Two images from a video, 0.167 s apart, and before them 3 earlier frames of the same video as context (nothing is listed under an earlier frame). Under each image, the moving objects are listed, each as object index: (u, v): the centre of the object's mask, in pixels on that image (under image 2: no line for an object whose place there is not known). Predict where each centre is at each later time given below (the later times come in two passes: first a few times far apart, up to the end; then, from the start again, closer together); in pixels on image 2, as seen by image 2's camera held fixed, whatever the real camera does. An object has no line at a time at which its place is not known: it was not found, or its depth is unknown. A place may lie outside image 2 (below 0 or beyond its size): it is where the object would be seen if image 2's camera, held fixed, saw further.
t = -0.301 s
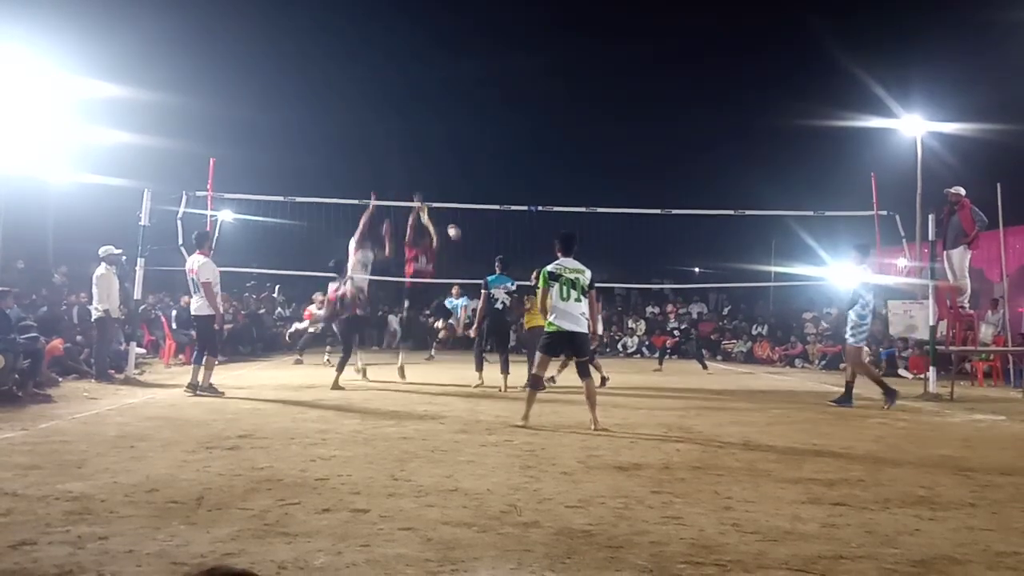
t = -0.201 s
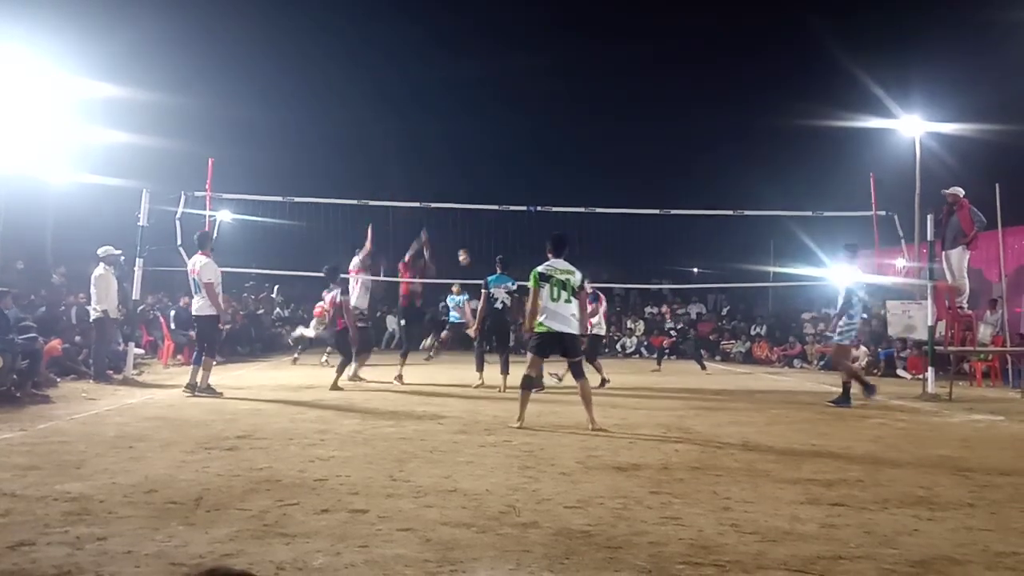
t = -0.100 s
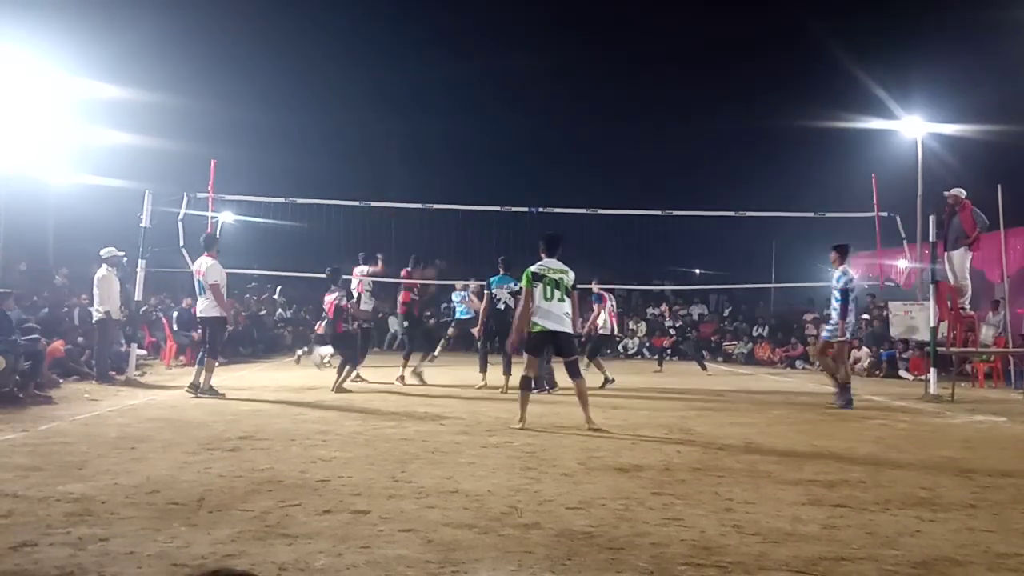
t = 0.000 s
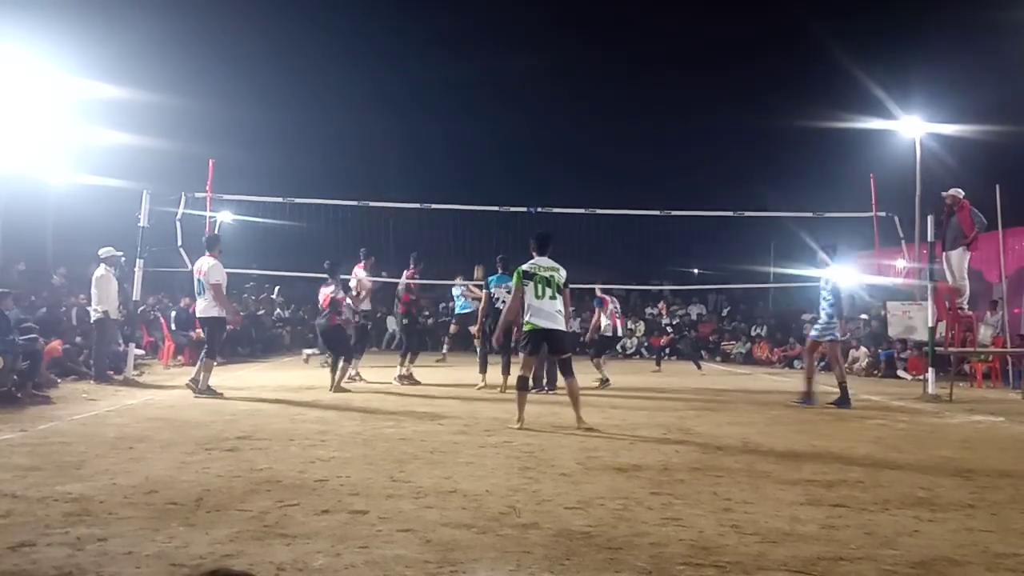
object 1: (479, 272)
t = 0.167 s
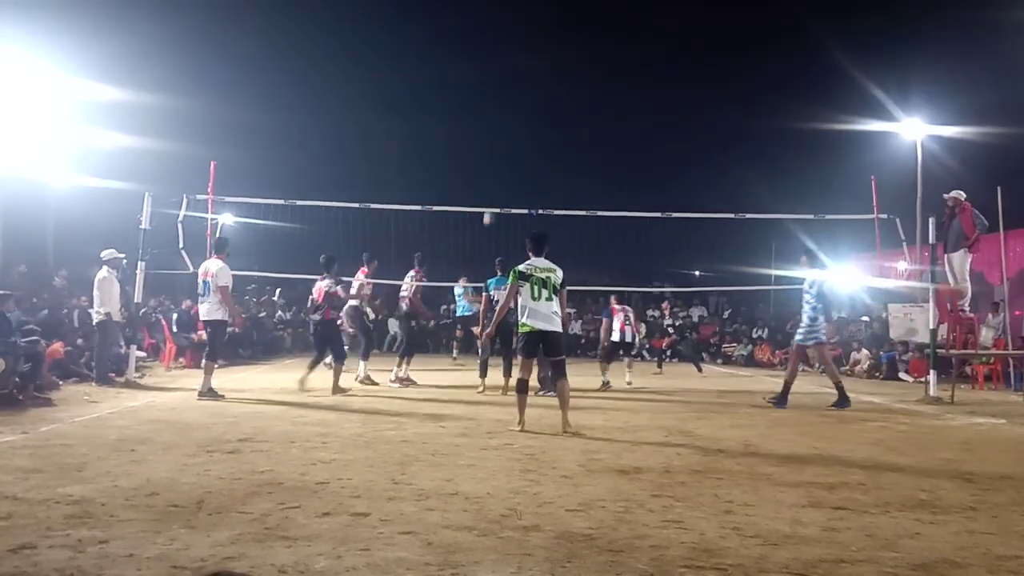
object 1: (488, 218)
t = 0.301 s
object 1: (495, 180)
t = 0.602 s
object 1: (509, 124)
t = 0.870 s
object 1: (523, 109)
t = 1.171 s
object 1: (538, 142)
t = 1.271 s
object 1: (542, 167)
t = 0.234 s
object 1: (491, 198)
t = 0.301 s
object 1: (495, 180)
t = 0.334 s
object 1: (496, 172)
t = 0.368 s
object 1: (498, 164)
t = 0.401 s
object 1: (500, 157)
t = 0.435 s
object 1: (501, 150)
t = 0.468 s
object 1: (503, 143)
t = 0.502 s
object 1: (504, 137)
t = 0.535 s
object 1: (506, 132)
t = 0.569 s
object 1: (508, 128)
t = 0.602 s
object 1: (509, 124)
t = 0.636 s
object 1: (511, 119)
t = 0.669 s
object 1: (513, 116)
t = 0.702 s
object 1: (515, 113)
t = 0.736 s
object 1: (516, 111)
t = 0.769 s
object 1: (518, 110)
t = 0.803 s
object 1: (519, 109)
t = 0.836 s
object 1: (521, 108)
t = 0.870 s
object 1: (523, 109)
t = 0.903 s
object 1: (525, 110)
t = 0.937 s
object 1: (526, 112)
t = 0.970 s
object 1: (528, 114)
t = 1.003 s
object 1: (529, 117)
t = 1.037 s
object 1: (531, 120)
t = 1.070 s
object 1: (533, 125)
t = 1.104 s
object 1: (534, 130)
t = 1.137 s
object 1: (536, 135)
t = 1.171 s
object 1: (538, 142)
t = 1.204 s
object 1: (539, 149)
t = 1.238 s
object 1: (541, 158)
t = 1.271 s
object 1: (542, 167)
